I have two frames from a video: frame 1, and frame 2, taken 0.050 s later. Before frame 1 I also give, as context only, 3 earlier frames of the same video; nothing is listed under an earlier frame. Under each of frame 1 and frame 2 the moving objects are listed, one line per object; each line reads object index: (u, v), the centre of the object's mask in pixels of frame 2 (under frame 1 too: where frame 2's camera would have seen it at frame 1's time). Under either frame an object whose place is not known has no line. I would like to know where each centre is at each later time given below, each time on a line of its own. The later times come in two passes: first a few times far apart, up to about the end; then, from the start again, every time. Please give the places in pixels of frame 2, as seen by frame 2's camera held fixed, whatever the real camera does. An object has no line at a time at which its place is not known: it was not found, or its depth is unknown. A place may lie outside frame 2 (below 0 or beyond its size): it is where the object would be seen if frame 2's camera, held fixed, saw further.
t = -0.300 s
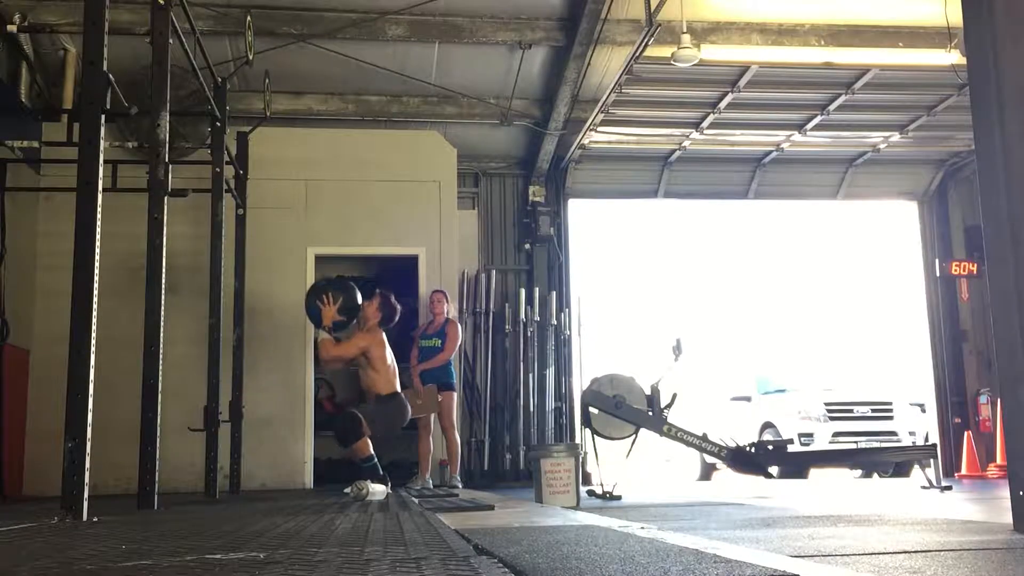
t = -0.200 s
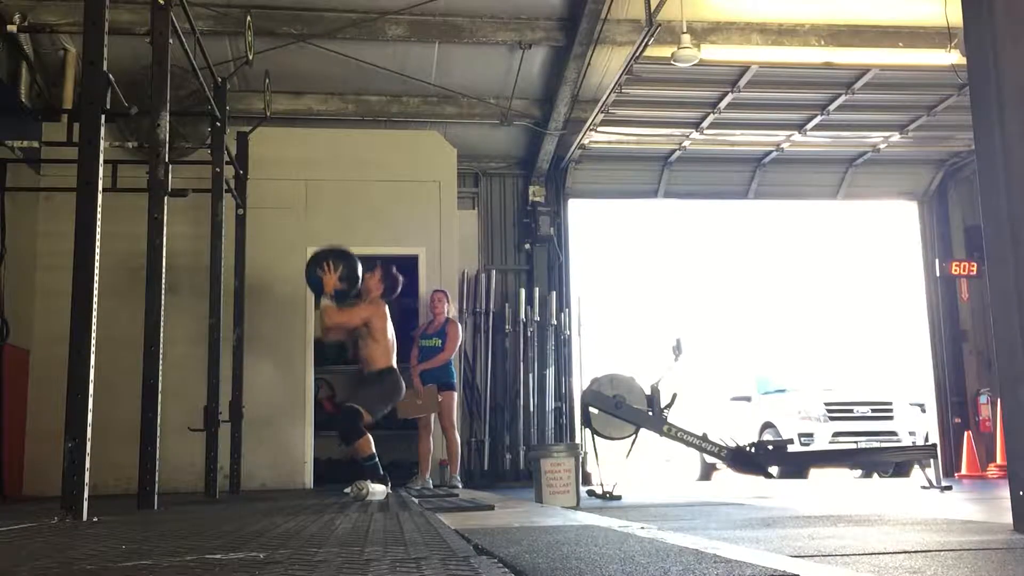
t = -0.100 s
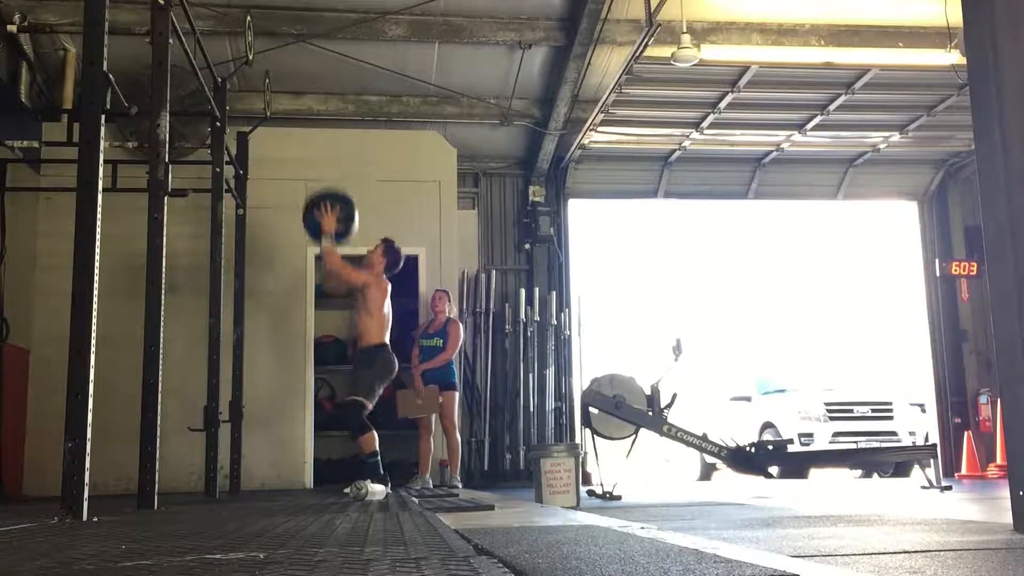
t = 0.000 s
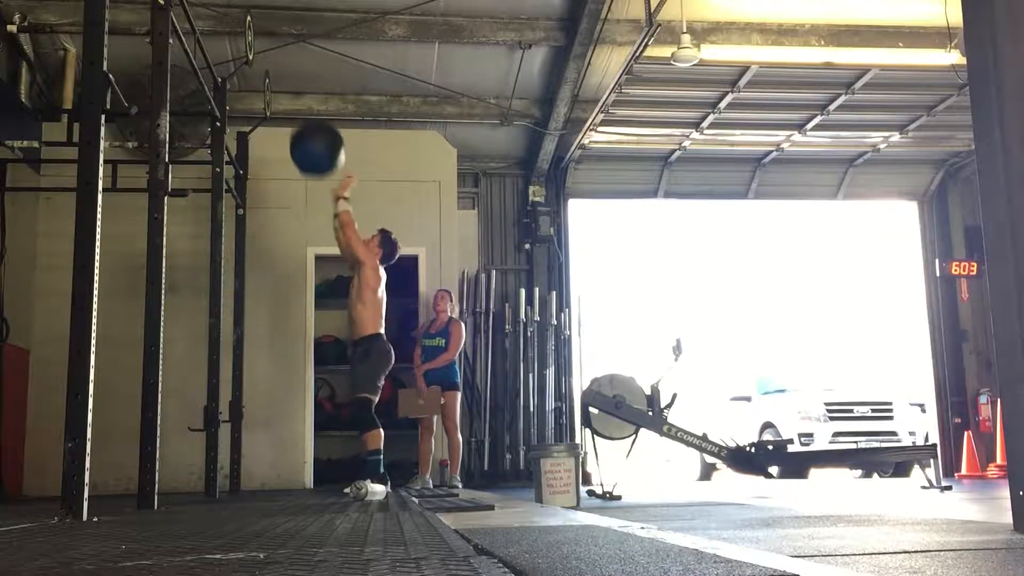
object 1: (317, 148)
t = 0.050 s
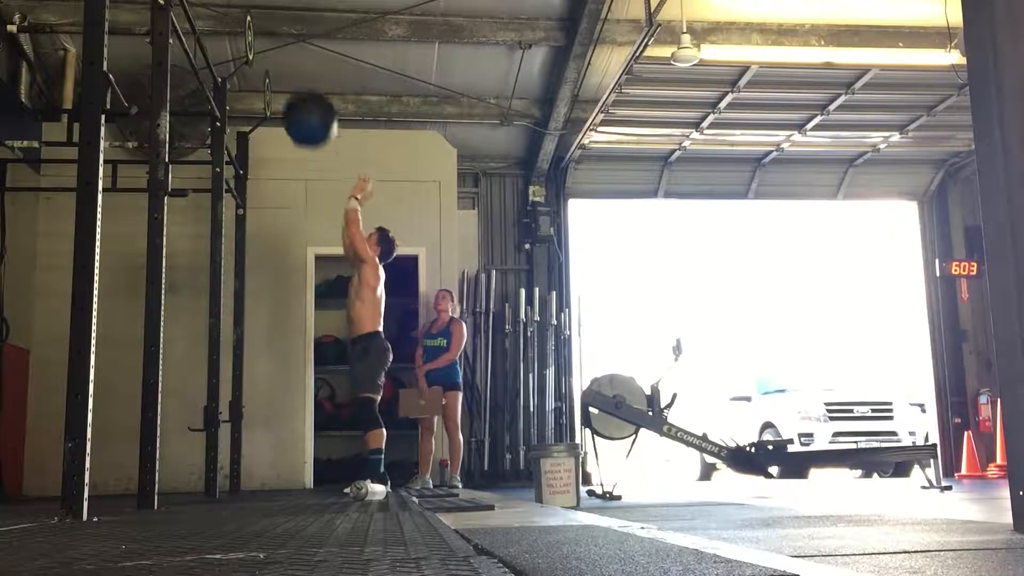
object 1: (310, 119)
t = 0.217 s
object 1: (287, 49)
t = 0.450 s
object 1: (278, 22)
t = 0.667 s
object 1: (300, 62)
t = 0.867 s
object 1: (320, 159)
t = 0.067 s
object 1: (308, 111)
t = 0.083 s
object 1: (306, 102)
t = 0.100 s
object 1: (303, 94)
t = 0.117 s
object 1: (301, 85)
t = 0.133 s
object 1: (299, 78)
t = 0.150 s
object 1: (297, 72)
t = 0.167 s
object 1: (294, 66)
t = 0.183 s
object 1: (292, 59)
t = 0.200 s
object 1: (289, 54)
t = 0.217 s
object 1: (287, 49)
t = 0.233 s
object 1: (284, 44)
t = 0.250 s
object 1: (282, 39)
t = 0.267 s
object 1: (280, 35)
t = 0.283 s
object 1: (278, 32)
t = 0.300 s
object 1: (276, 28)
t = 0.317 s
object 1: (274, 26)
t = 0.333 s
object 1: (272, 24)
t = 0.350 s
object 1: (271, 23)
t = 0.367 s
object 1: (271, 23)
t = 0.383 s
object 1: (272, 22)
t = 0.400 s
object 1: (272, 22)
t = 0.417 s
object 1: (274, 22)
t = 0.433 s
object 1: (276, 22)
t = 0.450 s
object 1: (278, 22)
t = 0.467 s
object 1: (280, 23)
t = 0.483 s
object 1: (281, 24)
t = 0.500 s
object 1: (283, 25)
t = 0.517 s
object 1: (285, 27)
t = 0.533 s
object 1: (286, 29)
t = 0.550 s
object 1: (288, 31)
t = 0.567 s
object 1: (290, 34)
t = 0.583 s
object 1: (291, 39)
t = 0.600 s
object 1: (293, 43)
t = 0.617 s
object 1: (295, 47)
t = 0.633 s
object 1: (297, 52)
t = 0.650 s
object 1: (298, 57)
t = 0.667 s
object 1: (300, 62)
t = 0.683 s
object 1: (302, 68)
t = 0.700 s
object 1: (303, 74)
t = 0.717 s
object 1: (305, 81)
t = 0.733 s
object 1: (307, 88)
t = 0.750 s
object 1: (308, 95)
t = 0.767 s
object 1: (310, 104)
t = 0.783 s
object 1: (312, 112)
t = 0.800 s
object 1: (314, 121)
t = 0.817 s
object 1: (315, 130)
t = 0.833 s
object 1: (317, 139)
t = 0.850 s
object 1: (319, 150)
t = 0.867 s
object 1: (320, 159)
